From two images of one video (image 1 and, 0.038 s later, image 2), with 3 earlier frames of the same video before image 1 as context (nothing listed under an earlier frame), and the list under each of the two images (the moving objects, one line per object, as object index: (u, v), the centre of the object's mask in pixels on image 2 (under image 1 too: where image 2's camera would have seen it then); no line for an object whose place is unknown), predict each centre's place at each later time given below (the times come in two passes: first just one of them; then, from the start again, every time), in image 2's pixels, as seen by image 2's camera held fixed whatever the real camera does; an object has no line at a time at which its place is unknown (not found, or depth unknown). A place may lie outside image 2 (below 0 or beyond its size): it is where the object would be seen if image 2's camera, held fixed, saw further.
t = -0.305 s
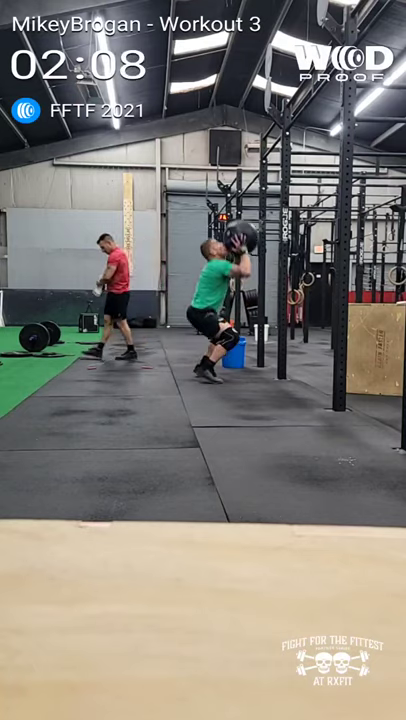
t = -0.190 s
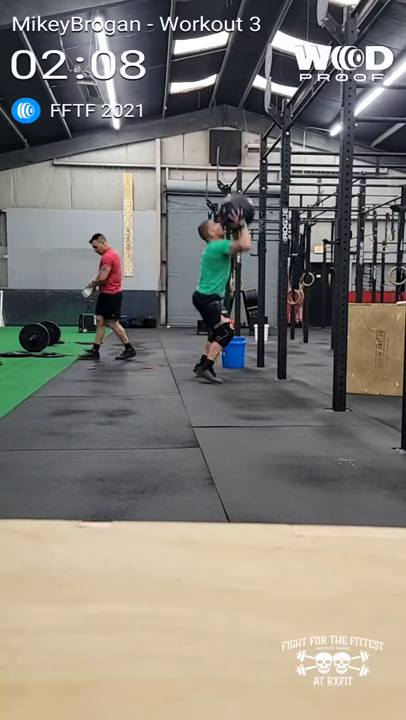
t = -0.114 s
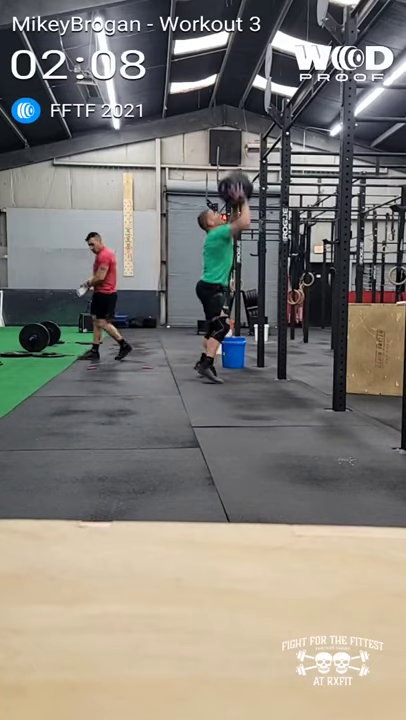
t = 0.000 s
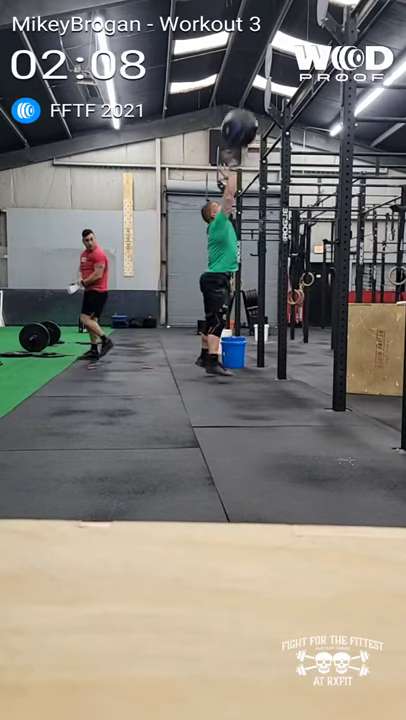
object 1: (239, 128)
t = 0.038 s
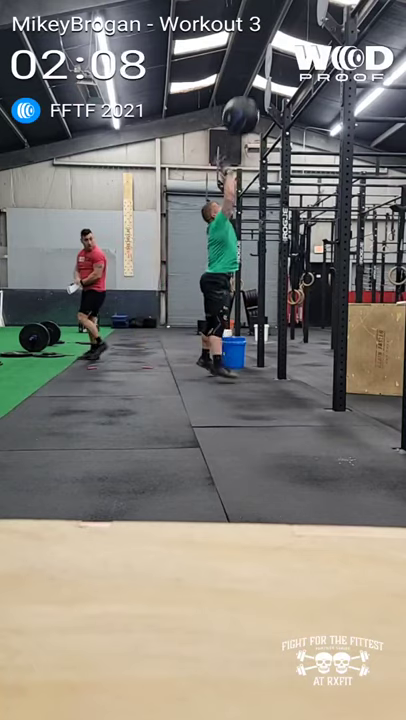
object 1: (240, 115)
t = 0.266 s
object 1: (247, 66)
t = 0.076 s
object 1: (241, 105)
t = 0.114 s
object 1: (242, 94)
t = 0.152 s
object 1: (243, 86)
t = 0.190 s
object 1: (245, 77)
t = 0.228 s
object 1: (246, 71)
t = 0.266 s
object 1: (247, 66)
